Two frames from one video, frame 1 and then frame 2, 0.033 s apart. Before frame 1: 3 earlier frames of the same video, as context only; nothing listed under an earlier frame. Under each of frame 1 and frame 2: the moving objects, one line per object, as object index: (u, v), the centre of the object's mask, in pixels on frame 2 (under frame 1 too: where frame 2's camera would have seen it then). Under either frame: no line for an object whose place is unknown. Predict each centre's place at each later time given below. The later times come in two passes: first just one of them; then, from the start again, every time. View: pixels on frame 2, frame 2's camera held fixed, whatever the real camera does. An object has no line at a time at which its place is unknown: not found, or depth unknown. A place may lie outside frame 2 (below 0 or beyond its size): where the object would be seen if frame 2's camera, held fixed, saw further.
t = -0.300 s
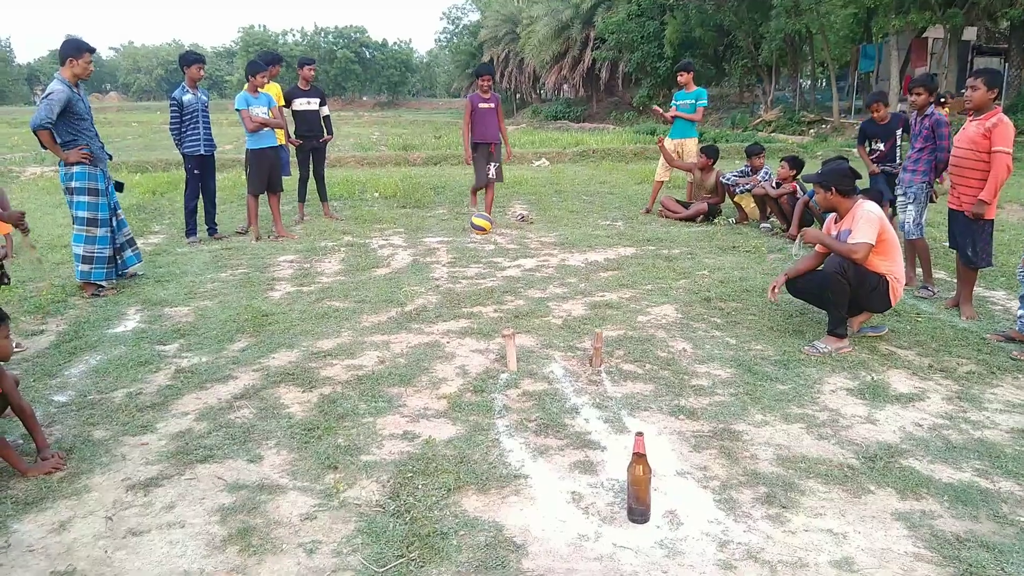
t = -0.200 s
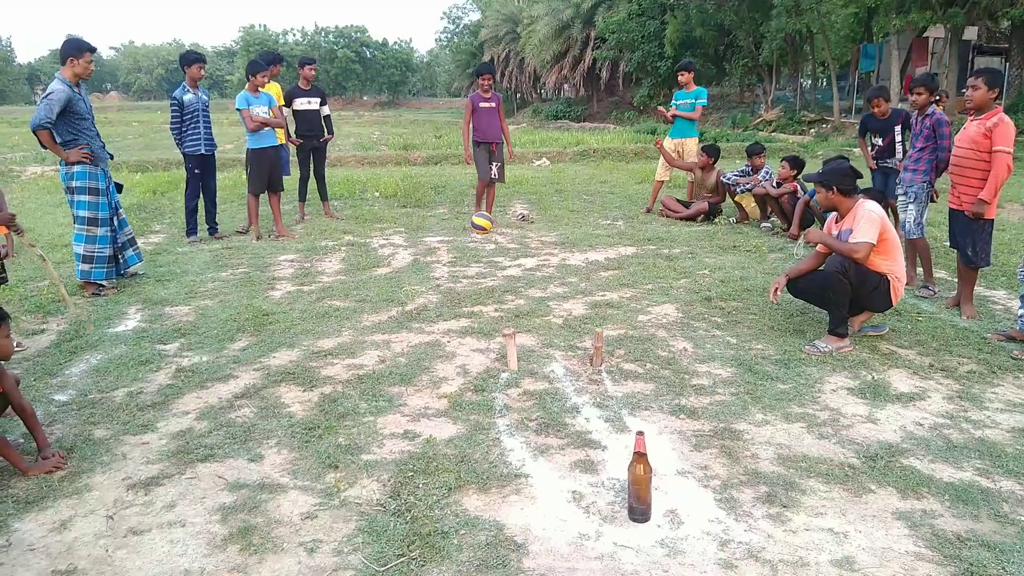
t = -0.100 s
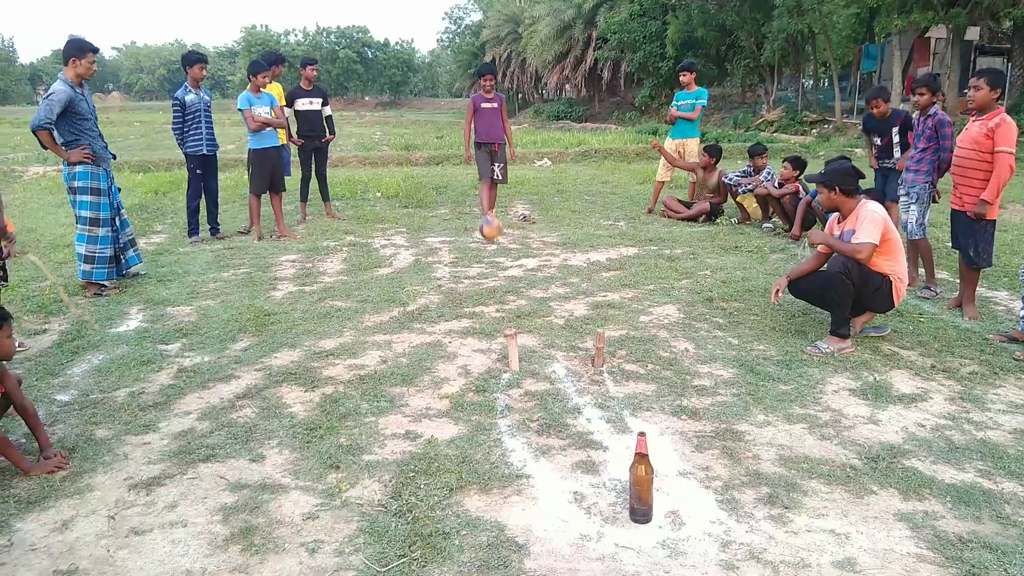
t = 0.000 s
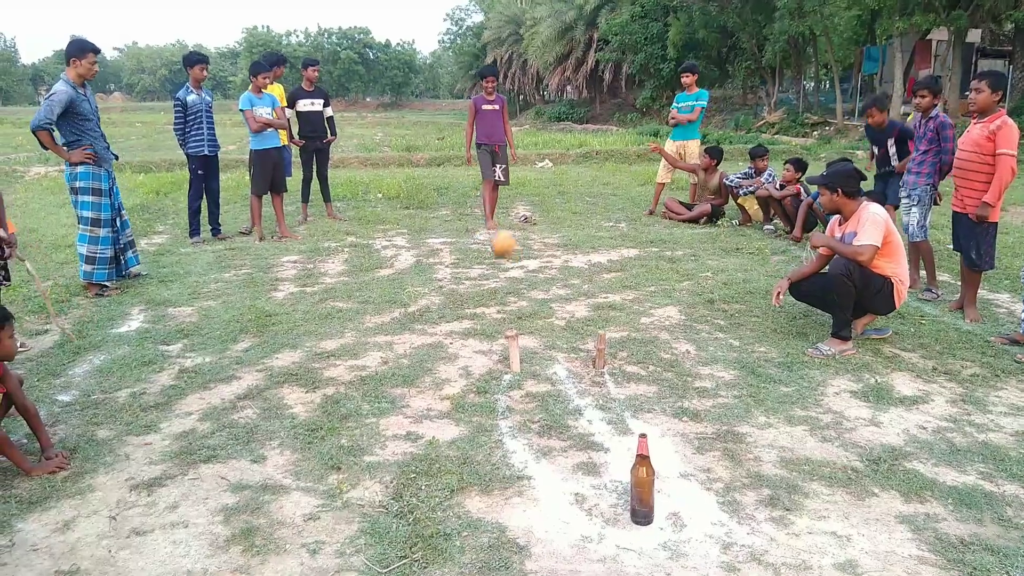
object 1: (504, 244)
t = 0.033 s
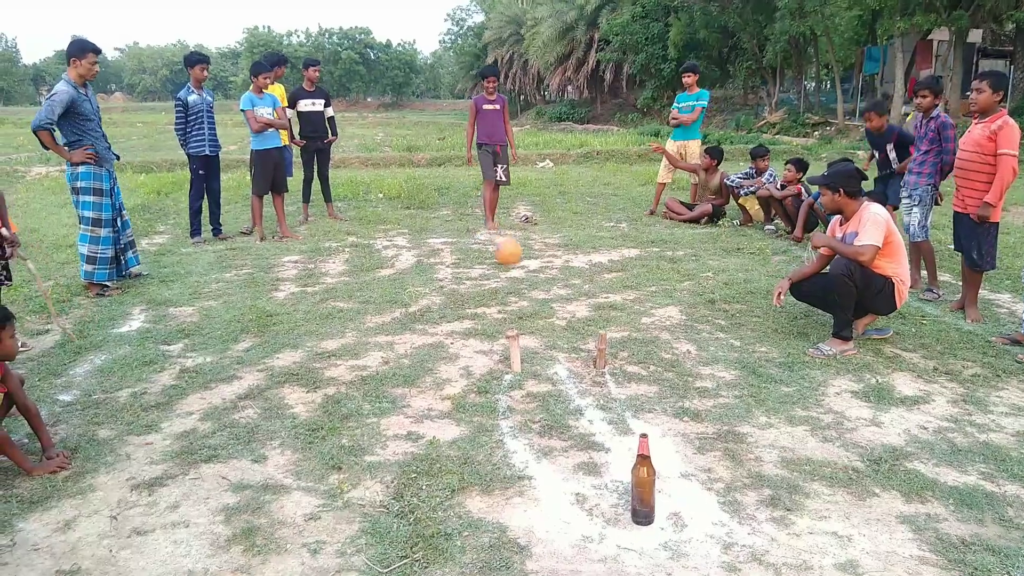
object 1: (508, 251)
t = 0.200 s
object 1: (530, 280)
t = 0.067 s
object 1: (512, 256)
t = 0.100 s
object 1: (516, 259)
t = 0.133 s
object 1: (520, 264)
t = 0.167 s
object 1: (525, 271)
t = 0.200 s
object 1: (530, 280)
